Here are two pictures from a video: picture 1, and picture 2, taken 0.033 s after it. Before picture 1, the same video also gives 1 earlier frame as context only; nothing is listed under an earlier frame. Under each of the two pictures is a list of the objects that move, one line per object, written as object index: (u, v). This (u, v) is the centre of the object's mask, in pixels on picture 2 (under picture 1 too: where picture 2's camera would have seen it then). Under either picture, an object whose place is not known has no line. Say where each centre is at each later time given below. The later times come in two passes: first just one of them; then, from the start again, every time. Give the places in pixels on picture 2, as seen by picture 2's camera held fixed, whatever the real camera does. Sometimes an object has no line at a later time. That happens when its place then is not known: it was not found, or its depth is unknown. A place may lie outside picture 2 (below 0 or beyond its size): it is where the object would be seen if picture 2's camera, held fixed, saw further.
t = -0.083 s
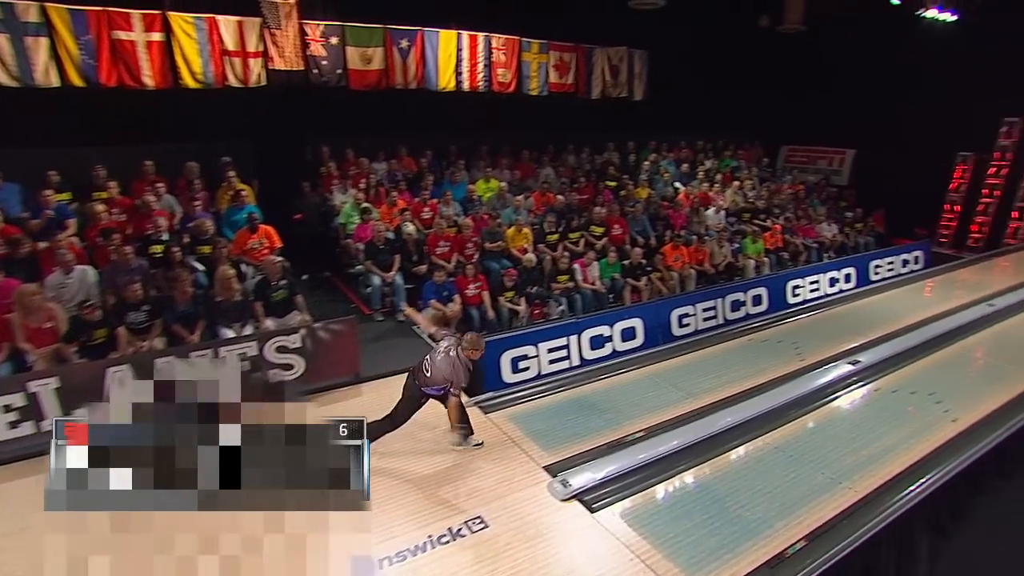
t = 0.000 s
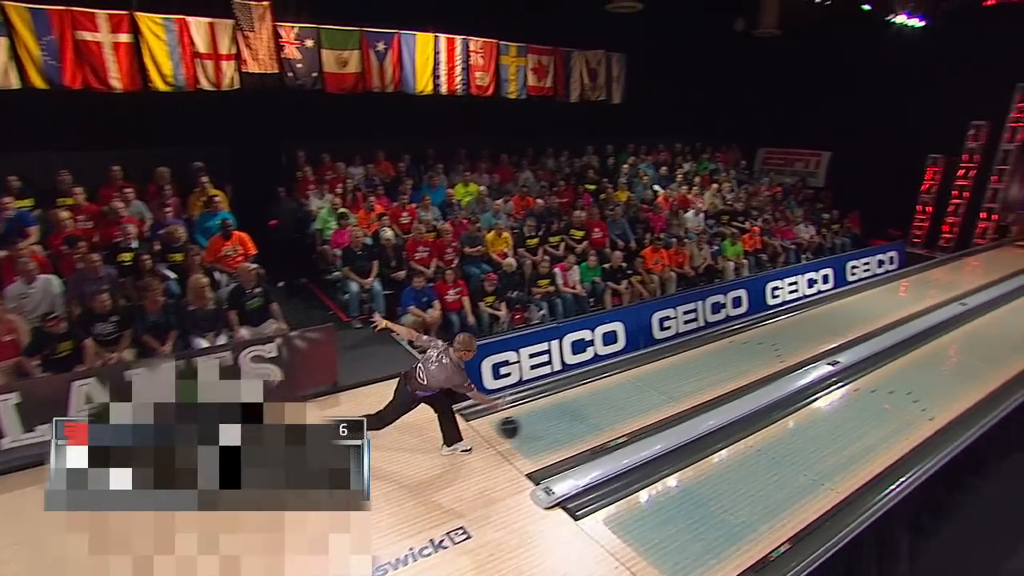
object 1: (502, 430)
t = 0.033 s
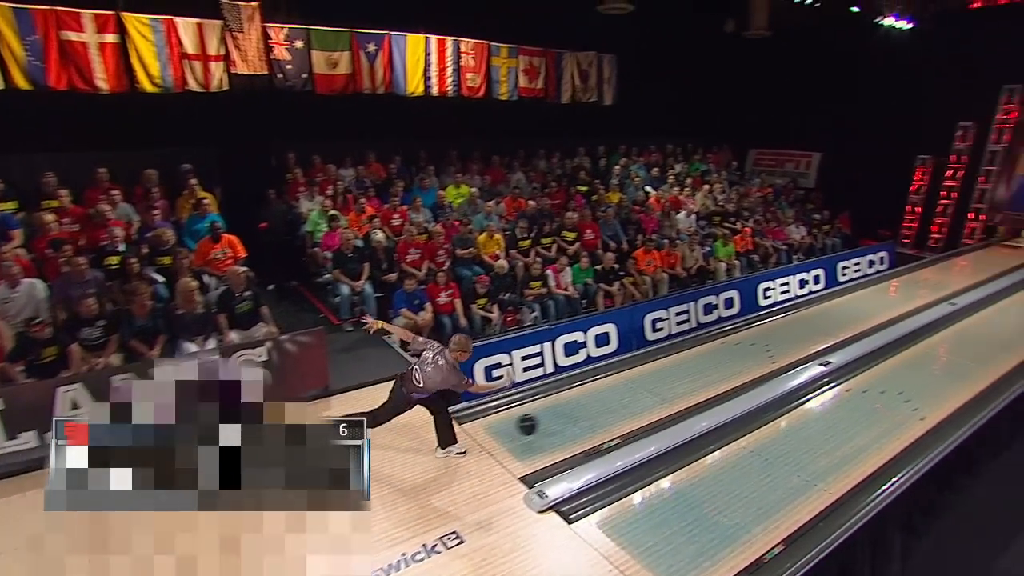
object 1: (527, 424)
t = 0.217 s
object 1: (643, 392)
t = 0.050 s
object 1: (539, 421)
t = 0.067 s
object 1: (551, 419)
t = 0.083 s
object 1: (562, 417)
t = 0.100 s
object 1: (573, 416)
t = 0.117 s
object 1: (584, 411)
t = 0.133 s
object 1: (594, 408)
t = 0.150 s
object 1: (605, 404)
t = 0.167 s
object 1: (615, 400)
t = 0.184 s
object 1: (625, 397)
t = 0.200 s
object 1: (634, 394)
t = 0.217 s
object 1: (643, 392)
